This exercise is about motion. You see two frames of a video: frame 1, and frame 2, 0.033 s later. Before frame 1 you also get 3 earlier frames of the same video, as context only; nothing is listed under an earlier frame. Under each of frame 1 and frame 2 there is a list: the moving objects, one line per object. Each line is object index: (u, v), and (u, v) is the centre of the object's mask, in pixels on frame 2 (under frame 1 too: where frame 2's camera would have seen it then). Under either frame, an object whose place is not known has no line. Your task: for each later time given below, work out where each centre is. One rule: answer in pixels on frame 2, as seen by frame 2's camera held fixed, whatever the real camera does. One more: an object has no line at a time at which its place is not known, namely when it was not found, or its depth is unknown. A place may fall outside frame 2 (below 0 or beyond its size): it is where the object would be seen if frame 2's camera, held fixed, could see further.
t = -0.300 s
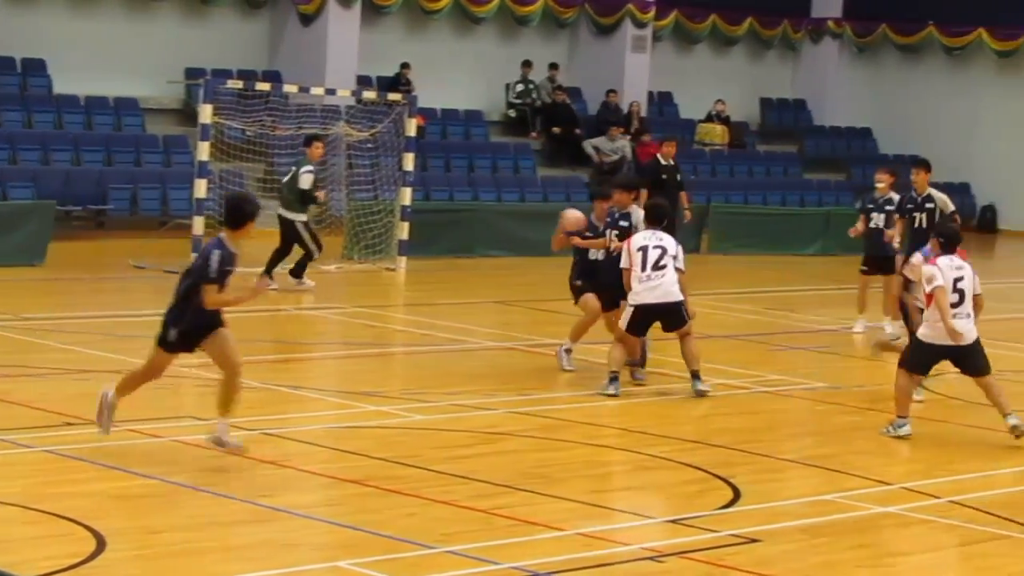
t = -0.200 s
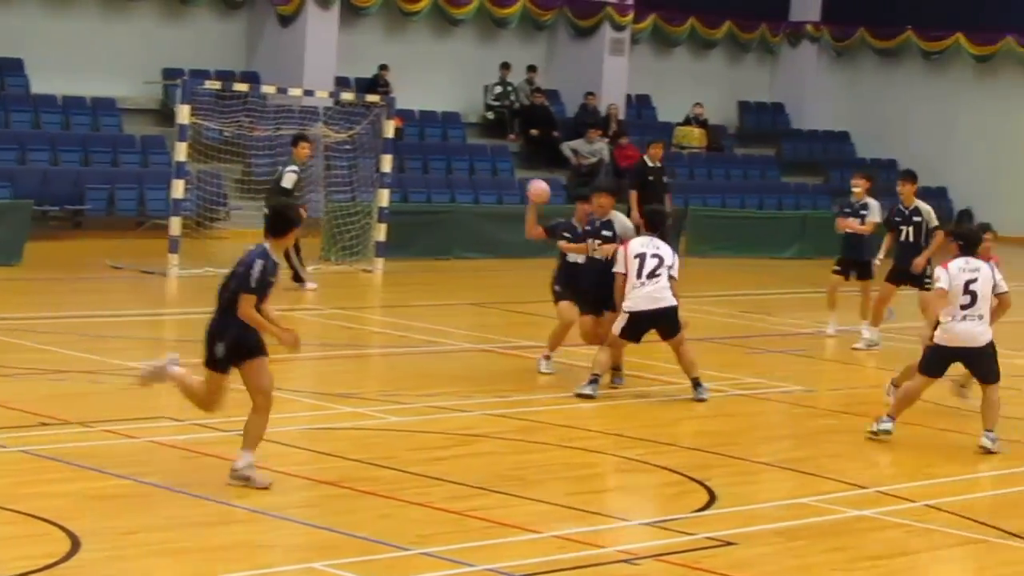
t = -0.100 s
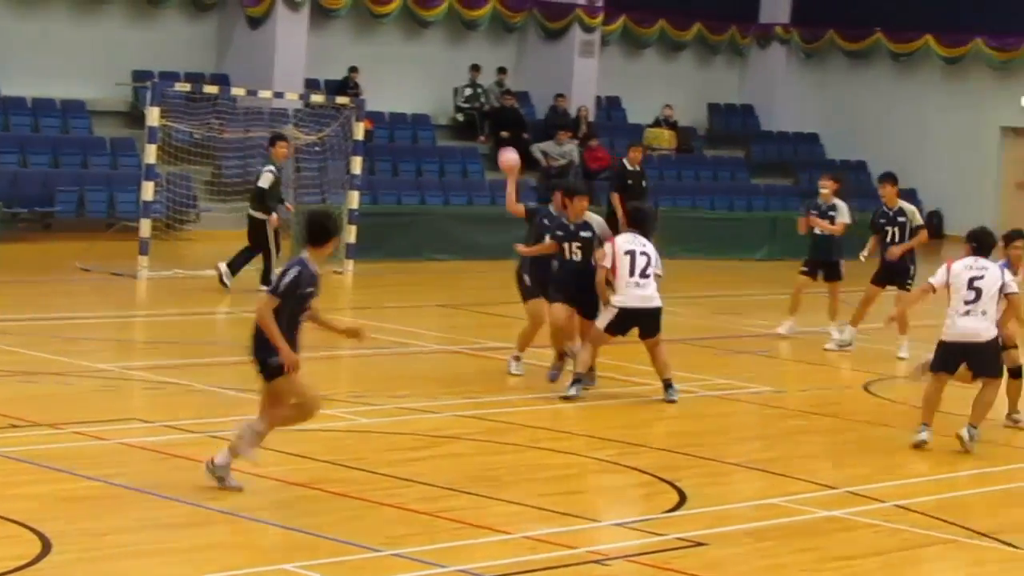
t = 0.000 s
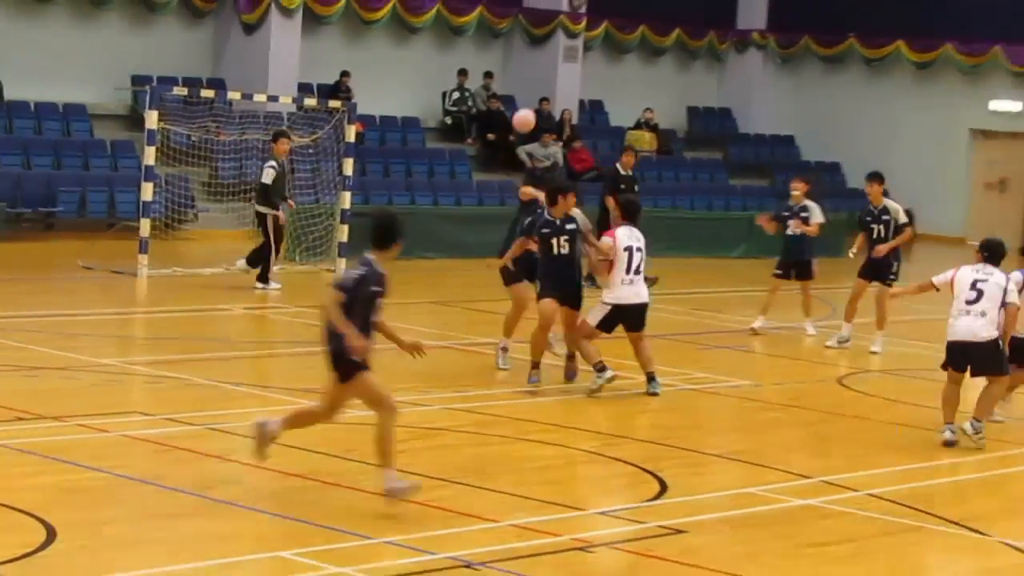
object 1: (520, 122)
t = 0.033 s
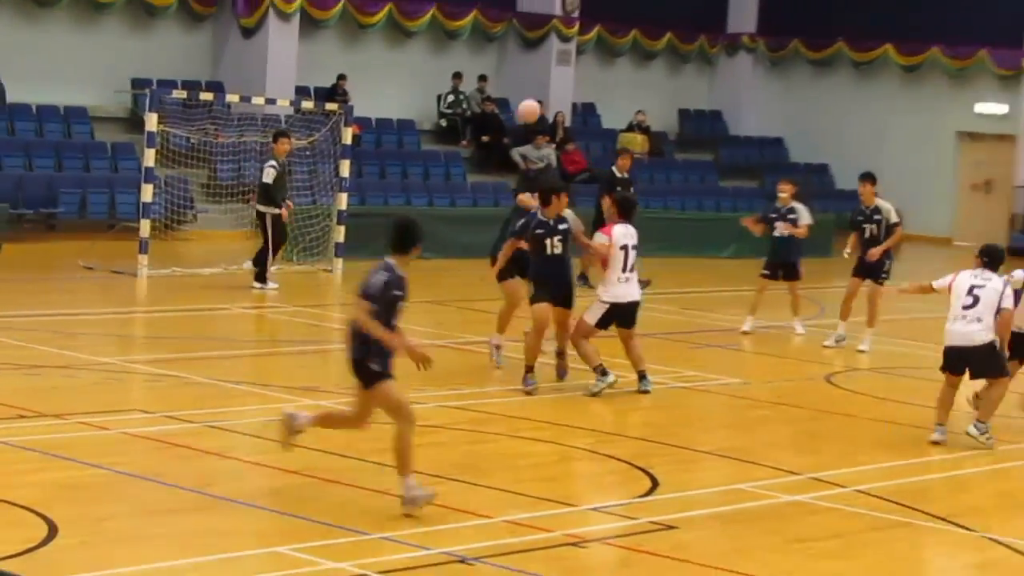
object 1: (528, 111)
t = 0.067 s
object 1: (537, 101)
